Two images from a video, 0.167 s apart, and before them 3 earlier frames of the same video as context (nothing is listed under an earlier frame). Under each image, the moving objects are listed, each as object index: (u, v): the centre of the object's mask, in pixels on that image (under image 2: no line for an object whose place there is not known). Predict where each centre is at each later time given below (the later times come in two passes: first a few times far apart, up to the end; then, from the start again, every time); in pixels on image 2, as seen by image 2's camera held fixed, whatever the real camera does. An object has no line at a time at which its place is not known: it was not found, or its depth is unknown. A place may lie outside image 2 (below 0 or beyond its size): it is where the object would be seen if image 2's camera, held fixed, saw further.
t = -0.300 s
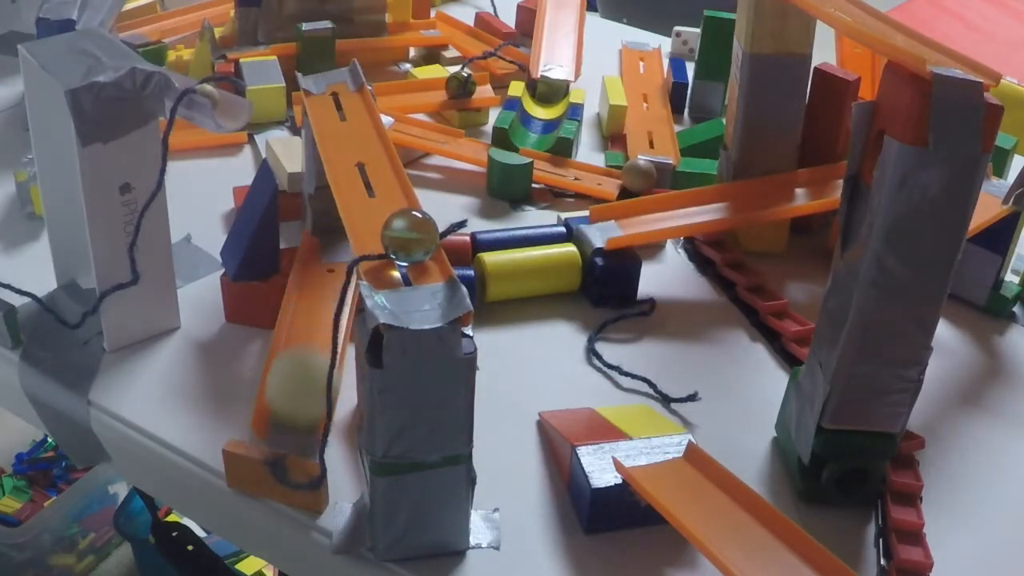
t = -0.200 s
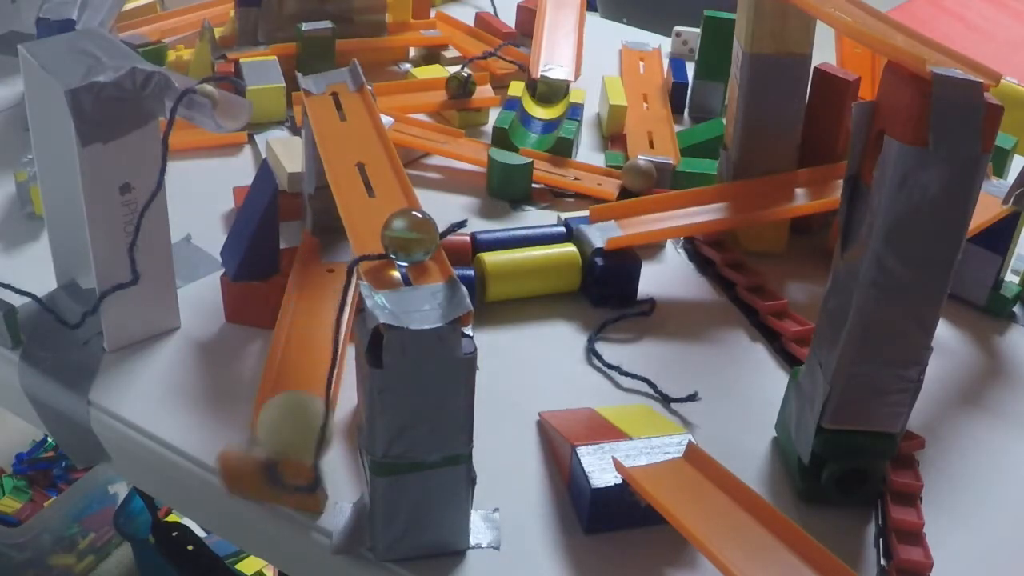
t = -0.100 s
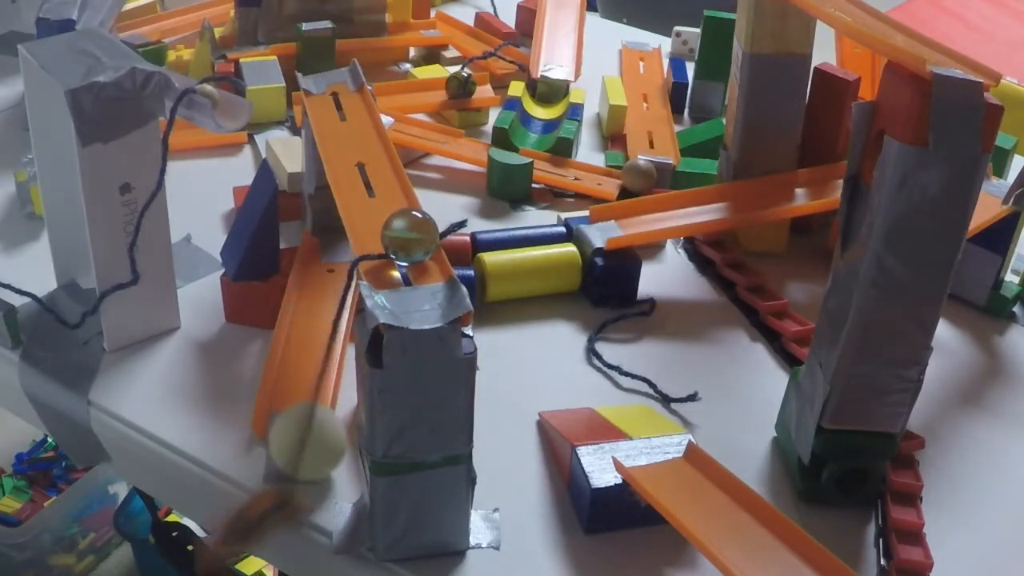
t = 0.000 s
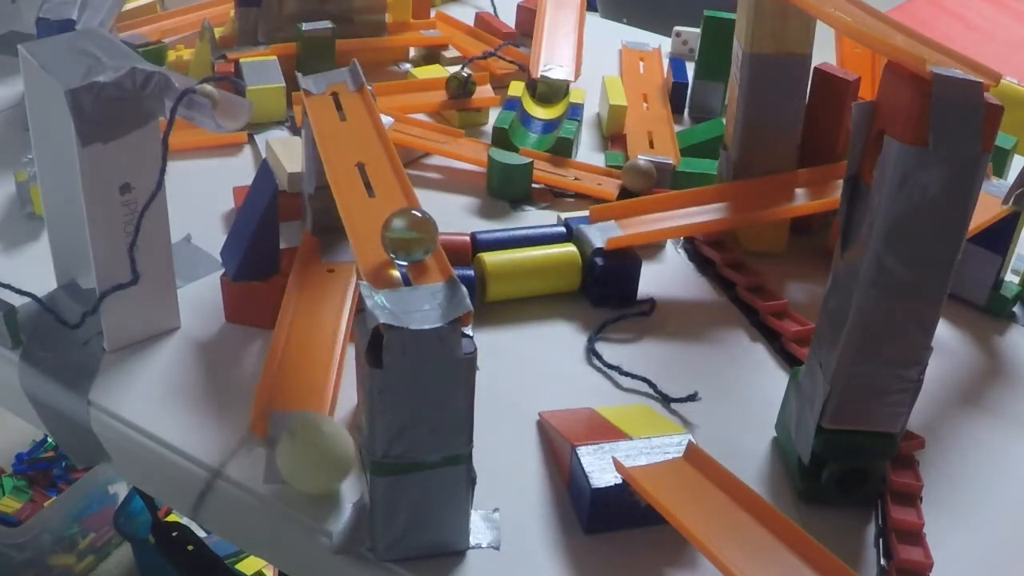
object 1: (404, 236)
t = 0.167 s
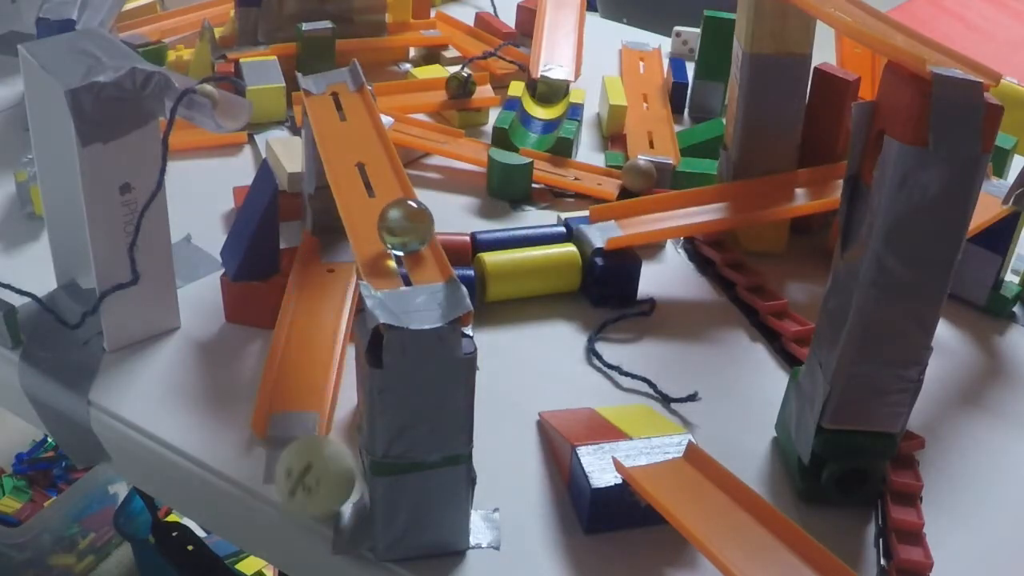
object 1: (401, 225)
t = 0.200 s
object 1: (400, 223)
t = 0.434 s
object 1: (385, 193)
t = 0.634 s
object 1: (360, 158)
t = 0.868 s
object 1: (332, 113)
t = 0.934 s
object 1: (326, 102)
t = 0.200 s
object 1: (400, 223)
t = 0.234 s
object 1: (399, 220)
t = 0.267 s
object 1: (395, 216)
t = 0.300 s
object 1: (392, 212)
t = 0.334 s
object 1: (390, 208)
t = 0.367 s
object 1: (388, 203)
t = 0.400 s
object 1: (388, 198)
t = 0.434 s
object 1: (385, 193)
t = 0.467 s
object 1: (383, 187)
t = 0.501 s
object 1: (379, 182)
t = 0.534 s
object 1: (375, 176)
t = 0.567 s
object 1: (371, 171)
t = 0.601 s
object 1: (365, 165)
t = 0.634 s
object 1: (360, 158)
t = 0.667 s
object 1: (354, 152)
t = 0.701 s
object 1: (348, 145)
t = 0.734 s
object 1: (341, 139)
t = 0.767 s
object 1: (336, 132)
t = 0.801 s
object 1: (336, 126)
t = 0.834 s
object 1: (335, 120)
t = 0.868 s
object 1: (332, 113)
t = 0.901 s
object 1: (327, 107)
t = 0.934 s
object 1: (326, 102)
